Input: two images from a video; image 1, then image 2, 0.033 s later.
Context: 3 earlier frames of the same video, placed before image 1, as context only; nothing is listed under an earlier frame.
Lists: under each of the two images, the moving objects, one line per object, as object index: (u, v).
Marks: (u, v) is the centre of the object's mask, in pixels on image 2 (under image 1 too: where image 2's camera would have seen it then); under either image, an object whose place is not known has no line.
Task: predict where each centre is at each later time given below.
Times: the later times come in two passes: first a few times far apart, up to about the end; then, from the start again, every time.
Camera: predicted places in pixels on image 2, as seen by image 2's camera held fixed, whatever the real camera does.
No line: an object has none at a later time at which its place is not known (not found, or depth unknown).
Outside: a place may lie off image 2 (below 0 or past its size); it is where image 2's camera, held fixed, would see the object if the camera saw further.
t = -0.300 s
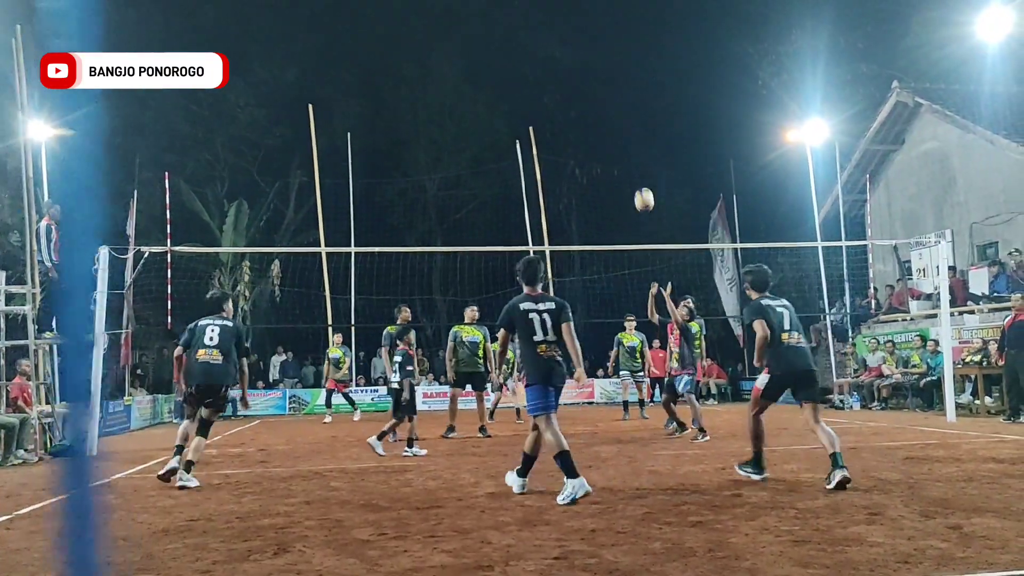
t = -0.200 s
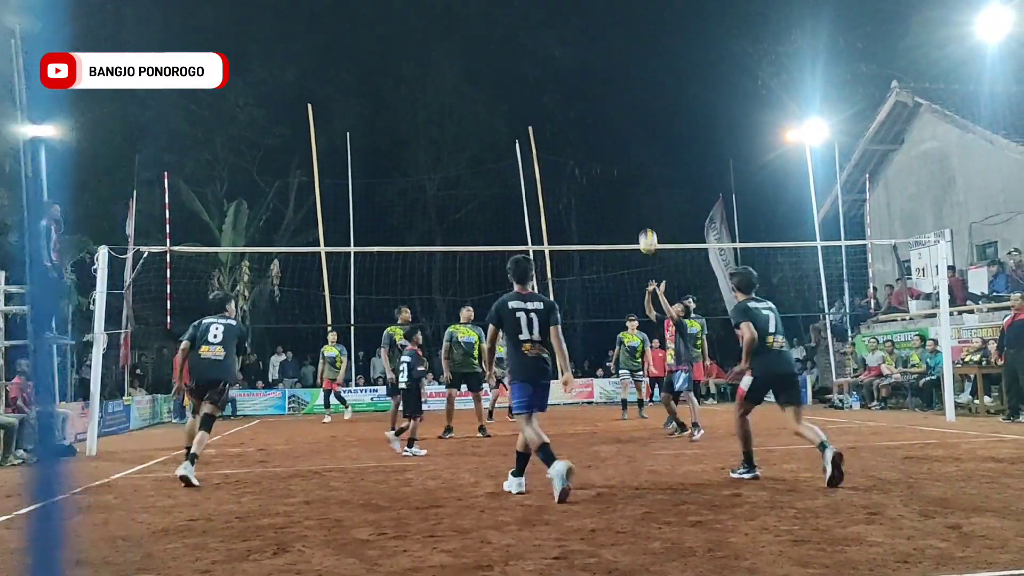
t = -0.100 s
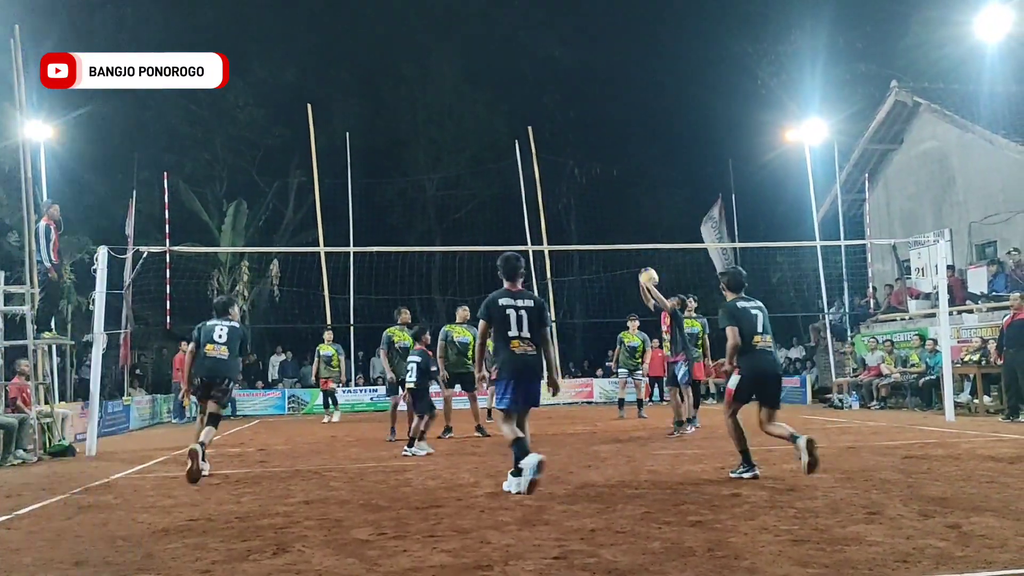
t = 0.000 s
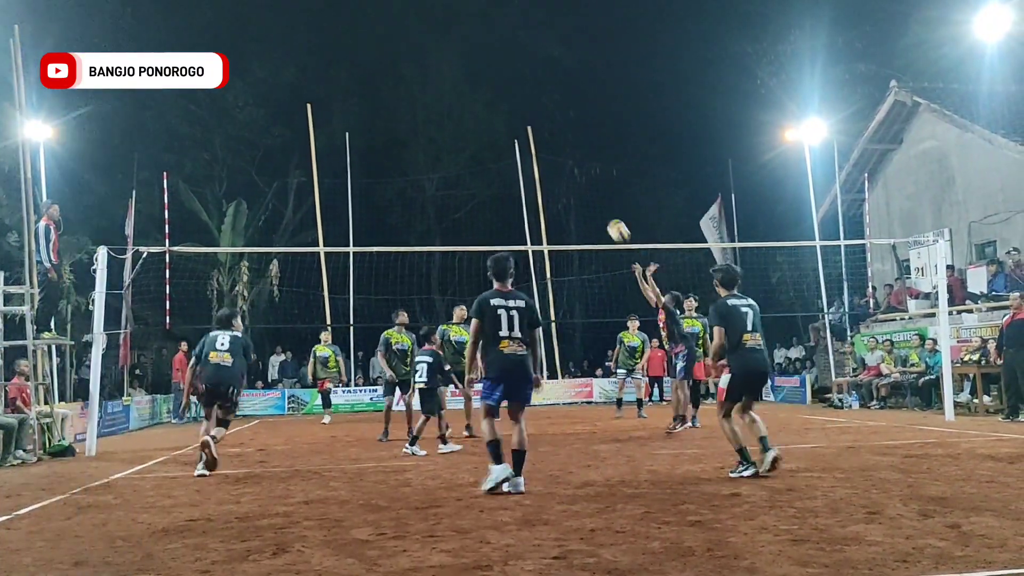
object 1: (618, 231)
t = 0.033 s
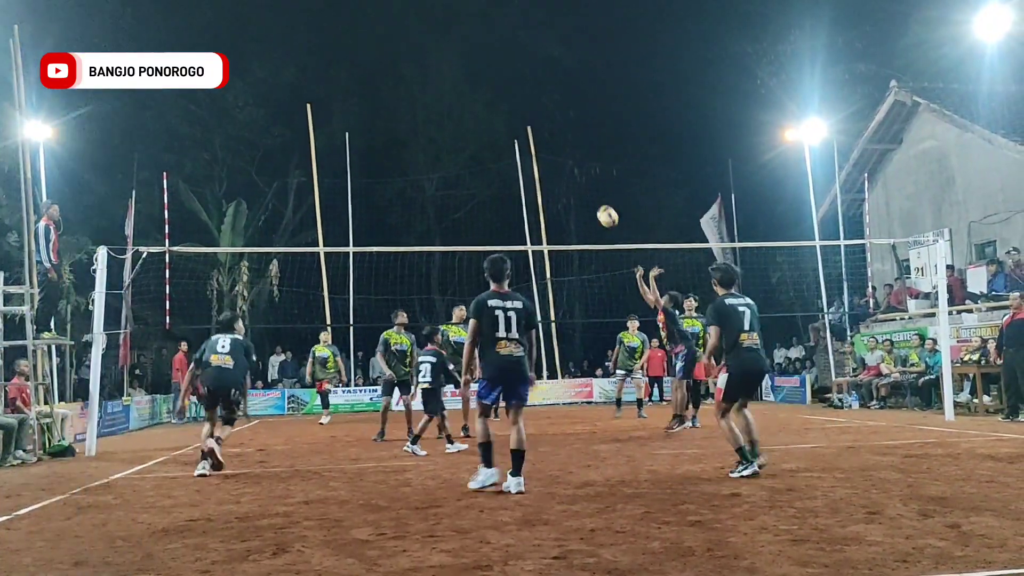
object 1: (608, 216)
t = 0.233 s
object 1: (544, 146)
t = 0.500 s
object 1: (460, 103)
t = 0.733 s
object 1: (387, 111)
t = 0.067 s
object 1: (598, 204)
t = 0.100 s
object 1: (587, 189)
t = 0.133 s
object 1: (575, 177)
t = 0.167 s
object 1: (566, 167)
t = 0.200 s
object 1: (555, 156)
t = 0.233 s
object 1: (544, 146)
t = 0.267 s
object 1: (534, 138)
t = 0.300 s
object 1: (523, 130)
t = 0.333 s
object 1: (512, 124)
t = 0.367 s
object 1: (502, 118)
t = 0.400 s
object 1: (492, 113)
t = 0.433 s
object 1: (481, 109)
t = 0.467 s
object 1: (471, 105)
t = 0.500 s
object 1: (460, 103)
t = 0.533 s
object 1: (449, 101)
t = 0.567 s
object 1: (439, 101)
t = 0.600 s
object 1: (429, 101)
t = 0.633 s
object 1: (418, 102)
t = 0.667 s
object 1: (408, 104)
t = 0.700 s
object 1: (398, 107)
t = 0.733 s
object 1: (387, 111)
